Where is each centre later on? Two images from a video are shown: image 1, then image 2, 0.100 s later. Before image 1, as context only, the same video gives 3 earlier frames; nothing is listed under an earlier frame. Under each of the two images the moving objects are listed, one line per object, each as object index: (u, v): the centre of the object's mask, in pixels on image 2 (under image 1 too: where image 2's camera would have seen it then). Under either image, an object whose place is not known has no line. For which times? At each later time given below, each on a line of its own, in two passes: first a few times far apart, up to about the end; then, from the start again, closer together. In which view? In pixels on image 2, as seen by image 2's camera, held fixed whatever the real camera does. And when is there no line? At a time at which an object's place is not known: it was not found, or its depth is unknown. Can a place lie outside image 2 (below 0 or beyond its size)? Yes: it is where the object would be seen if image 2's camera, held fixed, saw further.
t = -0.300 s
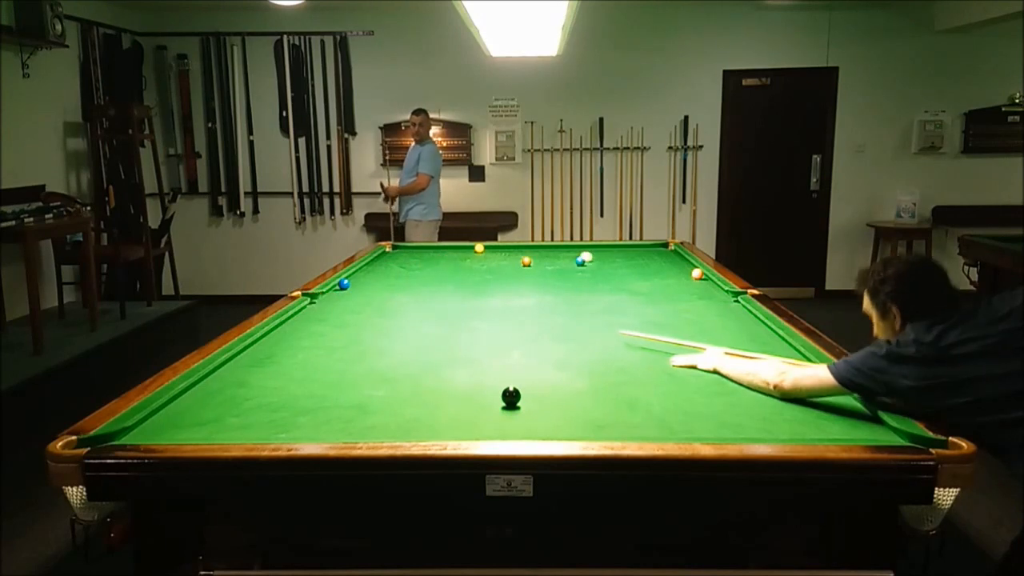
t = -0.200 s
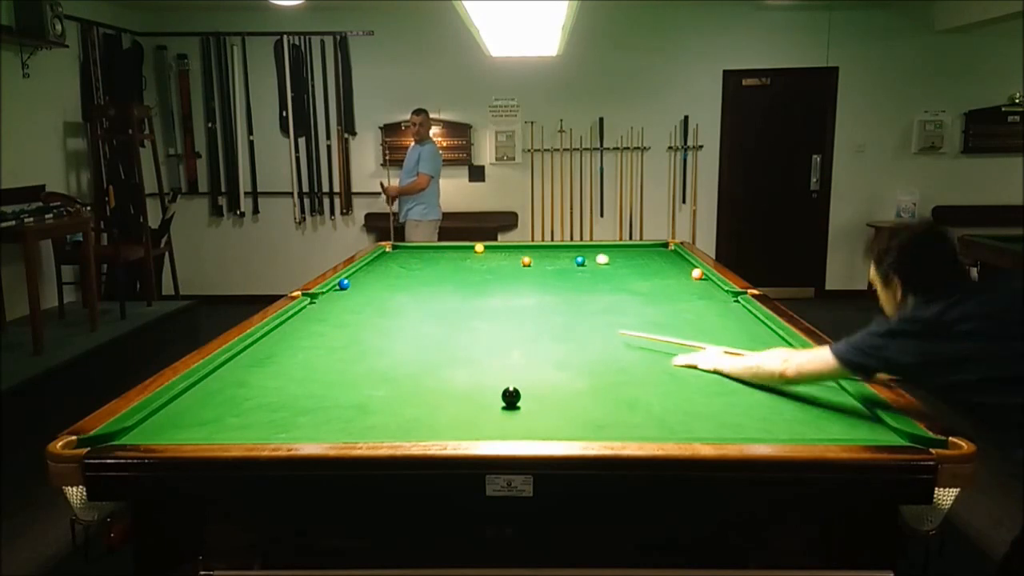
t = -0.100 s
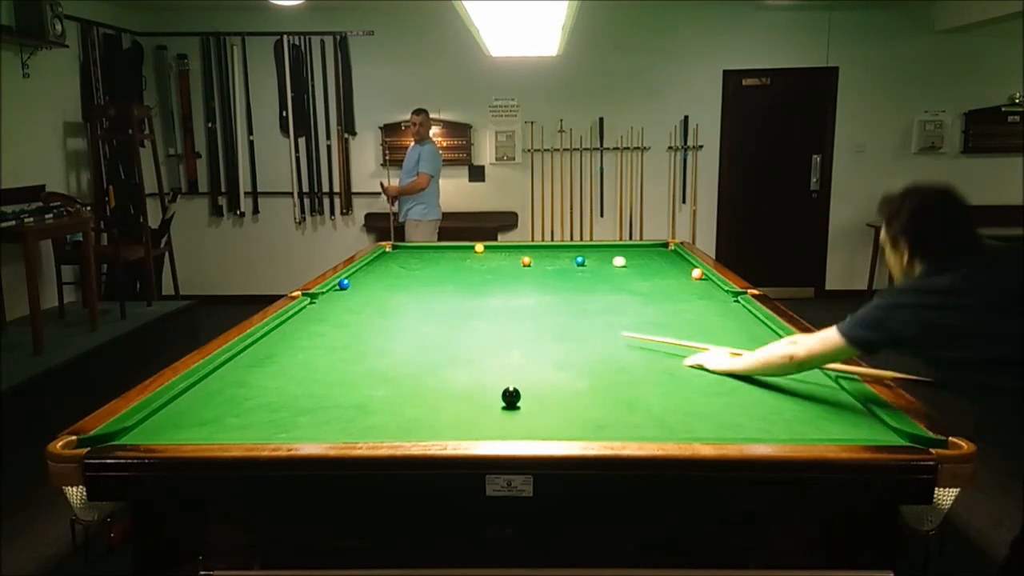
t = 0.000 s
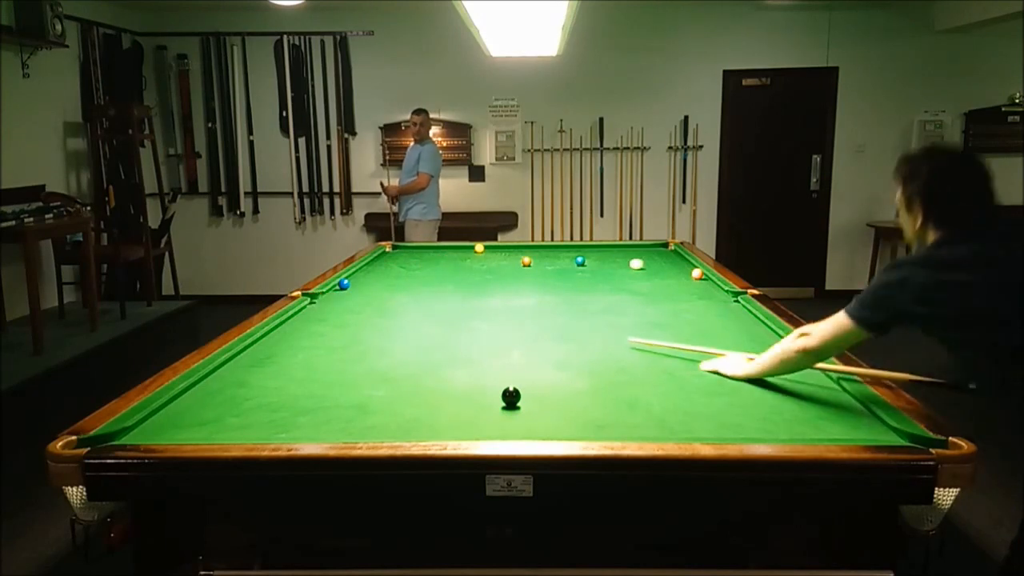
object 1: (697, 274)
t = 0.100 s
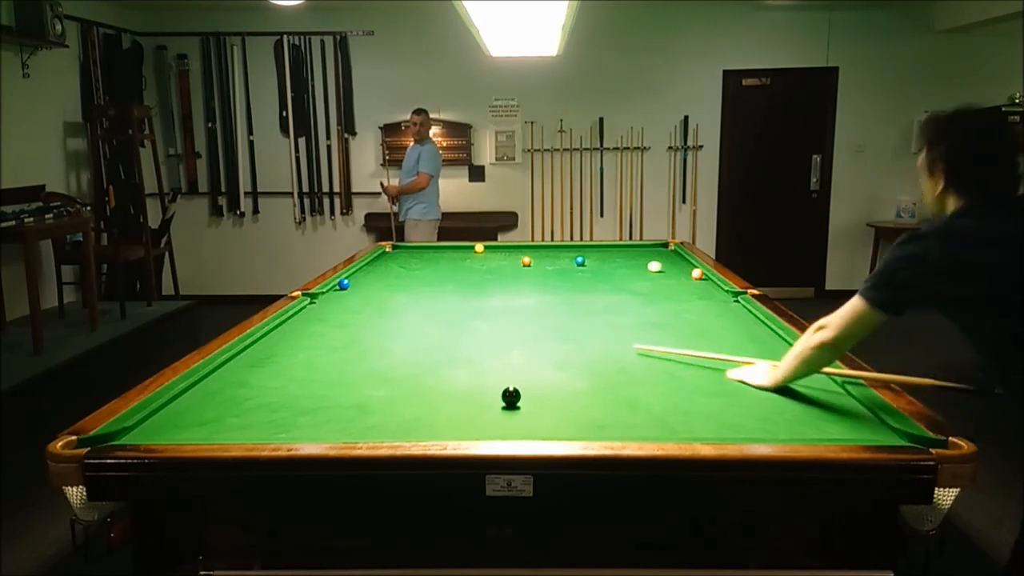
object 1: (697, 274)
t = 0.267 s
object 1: (697, 274)
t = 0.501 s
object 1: (704, 278)
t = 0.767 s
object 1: (707, 284)
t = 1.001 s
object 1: (710, 288)
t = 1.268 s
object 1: (712, 294)
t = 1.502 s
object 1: (715, 299)
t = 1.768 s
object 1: (718, 304)
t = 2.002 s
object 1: (720, 309)
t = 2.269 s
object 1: (723, 314)
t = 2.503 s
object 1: (725, 319)
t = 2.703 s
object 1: (728, 323)
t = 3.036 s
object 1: (731, 329)
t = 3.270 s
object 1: (734, 333)
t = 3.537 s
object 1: (735, 338)
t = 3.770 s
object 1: (738, 342)
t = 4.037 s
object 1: (740, 346)
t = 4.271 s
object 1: (741, 349)
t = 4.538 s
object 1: (742, 352)
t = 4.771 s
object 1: (743, 354)
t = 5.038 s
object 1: (744, 355)
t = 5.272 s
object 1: (746, 356)
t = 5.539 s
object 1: (747, 357)
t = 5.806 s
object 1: (747, 357)
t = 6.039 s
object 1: (747, 357)
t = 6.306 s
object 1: (747, 357)
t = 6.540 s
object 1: (747, 357)
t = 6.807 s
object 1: (747, 357)
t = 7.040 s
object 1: (747, 357)
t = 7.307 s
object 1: (747, 357)
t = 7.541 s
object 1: (747, 357)
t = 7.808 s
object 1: (747, 357)
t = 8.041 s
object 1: (747, 357)
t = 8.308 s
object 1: (747, 357)
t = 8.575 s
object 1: (747, 357)
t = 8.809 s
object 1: (747, 357)
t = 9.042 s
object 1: (747, 357)
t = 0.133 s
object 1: (697, 274)
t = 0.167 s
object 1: (697, 274)
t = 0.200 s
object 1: (697, 274)
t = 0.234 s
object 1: (697, 274)
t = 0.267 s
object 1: (697, 274)
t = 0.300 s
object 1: (698, 274)
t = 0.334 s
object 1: (701, 274)
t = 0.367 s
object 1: (702, 276)
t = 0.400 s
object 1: (703, 276)
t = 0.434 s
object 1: (704, 277)
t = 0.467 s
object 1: (704, 278)
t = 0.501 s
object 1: (704, 278)
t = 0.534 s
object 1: (705, 279)
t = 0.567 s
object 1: (705, 279)
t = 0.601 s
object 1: (705, 280)
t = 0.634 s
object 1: (705, 281)
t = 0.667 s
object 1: (706, 282)
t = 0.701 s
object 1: (706, 282)
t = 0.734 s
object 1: (707, 283)
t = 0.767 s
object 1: (707, 284)
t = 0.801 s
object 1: (707, 284)
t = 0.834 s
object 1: (708, 285)
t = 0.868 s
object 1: (708, 286)
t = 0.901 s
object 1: (709, 286)
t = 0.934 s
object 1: (709, 287)
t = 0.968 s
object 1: (709, 287)
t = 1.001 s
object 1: (710, 288)
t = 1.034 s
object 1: (710, 289)
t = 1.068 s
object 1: (710, 290)
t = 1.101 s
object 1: (710, 290)
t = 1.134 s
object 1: (711, 291)
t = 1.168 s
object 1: (711, 292)
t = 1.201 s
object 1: (711, 293)
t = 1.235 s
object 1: (712, 293)
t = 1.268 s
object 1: (712, 294)
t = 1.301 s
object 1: (712, 295)
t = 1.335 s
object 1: (713, 295)
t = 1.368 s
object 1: (713, 296)
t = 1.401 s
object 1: (714, 297)
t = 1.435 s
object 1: (714, 297)
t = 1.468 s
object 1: (714, 298)
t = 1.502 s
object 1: (715, 299)
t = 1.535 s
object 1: (715, 299)
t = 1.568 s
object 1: (715, 300)
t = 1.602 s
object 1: (715, 301)
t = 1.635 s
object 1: (716, 302)
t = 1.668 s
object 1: (717, 302)
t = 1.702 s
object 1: (717, 303)
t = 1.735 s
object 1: (717, 304)
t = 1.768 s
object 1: (718, 304)
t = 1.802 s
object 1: (718, 305)
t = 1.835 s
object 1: (718, 306)
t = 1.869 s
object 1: (718, 307)
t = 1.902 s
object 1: (719, 307)
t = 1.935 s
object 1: (719, 308)
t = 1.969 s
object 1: (720, 309)
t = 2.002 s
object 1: (720, 309)
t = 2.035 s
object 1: (720, 310)
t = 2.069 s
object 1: (721, 311)
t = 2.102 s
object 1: (721, 311)
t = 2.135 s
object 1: (722, 312)
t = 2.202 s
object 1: (722, 313)
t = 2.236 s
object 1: (722, 313)
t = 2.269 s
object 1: (723, 314)
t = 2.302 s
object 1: (723, 315)
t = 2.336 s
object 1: (723, 316)
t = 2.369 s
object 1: (724, 316)
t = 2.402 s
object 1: (724, 317)
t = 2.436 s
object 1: (725, 318)
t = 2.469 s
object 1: (725, 318)
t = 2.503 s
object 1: (725, 319)
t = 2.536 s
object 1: (726, 320)
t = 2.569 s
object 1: (726, 320)
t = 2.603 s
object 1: (726, 321)
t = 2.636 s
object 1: (727, 322)
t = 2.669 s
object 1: (727, 322)
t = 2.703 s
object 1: (728, 323)
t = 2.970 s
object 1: (731, 328)
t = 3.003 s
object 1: (731, 329)
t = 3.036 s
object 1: (731, 329)
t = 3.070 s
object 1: (731, 330)
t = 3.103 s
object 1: (732, 331)
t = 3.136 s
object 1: (732, 331)
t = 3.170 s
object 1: (732, 331)
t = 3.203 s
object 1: (733, 332)
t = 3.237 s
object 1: (733, 332)
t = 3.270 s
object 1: (734, 333)
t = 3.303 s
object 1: (734, 334)
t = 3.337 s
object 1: (734, 334)
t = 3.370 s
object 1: (735, 335)
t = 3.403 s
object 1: (735, 336)
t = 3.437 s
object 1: (735, 336)
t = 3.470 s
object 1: (735, 337)
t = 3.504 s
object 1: (735, 337)
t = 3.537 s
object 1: (735, 338)
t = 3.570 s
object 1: (736, 339)
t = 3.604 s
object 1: (736, 339)
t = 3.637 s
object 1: (737, 340)
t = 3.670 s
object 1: (737, 340)
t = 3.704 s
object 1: (737, 341)
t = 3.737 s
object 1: (737, 342)
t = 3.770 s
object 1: (738, 342)
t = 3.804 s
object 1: (738, 343)
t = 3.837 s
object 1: (738, 343)
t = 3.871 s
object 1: (738, 344)
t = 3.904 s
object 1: (739, 344)
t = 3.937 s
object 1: (739, 344)
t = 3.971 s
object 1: (739, 345)
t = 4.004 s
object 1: (740, 345)
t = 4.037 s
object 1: (740, 346)
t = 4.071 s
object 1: (740, 346)
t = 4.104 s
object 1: (740, 347)
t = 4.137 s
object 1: (740, 347)
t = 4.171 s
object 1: (740, 348)
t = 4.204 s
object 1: (740, 348)
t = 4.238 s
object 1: (740, 349)
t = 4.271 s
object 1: (741, 349)
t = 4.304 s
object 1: (741, 349)
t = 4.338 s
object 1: (741, 350)
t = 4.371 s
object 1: (741, 350)
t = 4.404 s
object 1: (741, 350)
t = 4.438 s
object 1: (741, 351)
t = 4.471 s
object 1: (742, 351)
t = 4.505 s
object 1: (742, 351)
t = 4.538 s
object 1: (742, 352)
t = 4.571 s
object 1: (742, 352)
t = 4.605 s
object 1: (742, 353)
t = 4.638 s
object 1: (743, 352)
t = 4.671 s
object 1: (743, 353)
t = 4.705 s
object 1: (743, 353)
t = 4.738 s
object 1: (743, 353)
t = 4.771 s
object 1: (743, 354)
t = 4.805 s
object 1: (743, 354)
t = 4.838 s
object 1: (744, 354)
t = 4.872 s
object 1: (744, 354)
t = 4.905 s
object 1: (744, 354)
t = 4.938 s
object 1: (744, 355)
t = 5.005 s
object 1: (744, 355)
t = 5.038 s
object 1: (744, 355)
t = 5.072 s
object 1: (745, 355)
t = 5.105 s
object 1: (745, 355)
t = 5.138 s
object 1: (745, 356)
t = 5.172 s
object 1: (746, 356)
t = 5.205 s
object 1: (746, 356)
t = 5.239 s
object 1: (746, 356)
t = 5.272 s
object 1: (746, 356)
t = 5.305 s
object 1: (746, 356)
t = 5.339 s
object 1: (746, 357)
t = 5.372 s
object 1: (747, 357)
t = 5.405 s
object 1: (747, 356)
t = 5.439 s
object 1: (747, 357)
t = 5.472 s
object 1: (747, 357)
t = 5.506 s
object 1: (747, 357)
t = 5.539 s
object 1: (747, 357)
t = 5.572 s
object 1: (747, 357)
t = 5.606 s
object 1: (747, 357)
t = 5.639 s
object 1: (747, 357)
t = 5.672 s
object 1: (747, 357)
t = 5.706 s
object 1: (747, 357)
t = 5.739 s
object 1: (747, 357)
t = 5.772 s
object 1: (747, 357)
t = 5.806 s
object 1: (747, 357)
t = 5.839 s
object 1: (747, 357)
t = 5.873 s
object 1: (747, 357)
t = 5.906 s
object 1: (747, 357)
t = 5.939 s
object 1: (747, 357)
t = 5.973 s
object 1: (747, 357)
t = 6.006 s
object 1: (747, 357)
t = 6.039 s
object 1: (747, 357)
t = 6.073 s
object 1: (747, 357)
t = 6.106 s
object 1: (747, 357)
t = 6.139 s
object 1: (747, 357)
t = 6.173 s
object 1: (747, 357)
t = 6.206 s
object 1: (747, 357)
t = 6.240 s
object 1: (747, 357)
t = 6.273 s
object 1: (747, 357)
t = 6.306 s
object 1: (747, 357)
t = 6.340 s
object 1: (747, 357)
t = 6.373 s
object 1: (747, 357)
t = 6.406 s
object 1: (747, 357)
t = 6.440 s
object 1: (747, 357)
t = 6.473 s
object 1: (747, 357)
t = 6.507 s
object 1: (747, 357)
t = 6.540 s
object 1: (747, 357)
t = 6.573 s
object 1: (747, 357)
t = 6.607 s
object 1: (747, 357)
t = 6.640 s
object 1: (747, 357)
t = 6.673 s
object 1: (747, 357)
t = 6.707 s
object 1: (747, 357)
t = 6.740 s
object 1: (747, 357)
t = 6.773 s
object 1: (747, 357)
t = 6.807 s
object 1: (747, 357)
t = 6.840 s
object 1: (747, 357)
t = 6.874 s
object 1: (747, 357)
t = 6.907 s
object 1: (747, 357)
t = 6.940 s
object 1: (747, 357)
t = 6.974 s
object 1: (747, 357)
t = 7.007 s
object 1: (747, 357)
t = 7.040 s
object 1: (747, 357)
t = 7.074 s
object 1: (747, 357)
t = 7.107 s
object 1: (747, 357)
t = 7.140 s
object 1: (747, 357)
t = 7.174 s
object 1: (747, 357)
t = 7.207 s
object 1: (747, 357)
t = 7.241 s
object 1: (747, 357)
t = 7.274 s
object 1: (747, 357)
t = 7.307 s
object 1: (747, 357)
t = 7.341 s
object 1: (747, 357)
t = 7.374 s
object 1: (747, 357)
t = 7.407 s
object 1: (747, 357)
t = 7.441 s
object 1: (747, 357)
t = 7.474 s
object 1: (747, 357)
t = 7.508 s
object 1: (747, 357)
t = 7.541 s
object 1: (747, 357)
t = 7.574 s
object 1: (747, 357)
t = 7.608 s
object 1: (747, 357)
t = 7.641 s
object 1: (747, 357)
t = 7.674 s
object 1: (747, 357)
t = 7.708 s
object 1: (747, 357)
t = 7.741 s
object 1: (747, 357)
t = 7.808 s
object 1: (747, 357)
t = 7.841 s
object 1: (747, 357)
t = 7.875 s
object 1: (747, 357)
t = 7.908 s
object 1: (747, 357)
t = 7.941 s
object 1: (747, 357)
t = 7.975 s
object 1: (747, 357)
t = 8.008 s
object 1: (747, 357)
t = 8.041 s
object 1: (747, 357)
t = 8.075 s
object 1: (747, 357)
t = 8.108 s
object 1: (747, 357)
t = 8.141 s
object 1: (747, 357)
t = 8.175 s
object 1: (747, 357)
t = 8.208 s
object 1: (747, 357)
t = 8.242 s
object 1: (747, 357)
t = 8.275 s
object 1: (747, 357)
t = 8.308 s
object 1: (747, 357)
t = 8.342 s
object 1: (747, 357)
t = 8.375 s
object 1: (747, 357)
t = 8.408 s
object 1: (747, 357)
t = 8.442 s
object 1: (747, 357)
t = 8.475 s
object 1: (747, 357)
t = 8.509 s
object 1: (747, 357)
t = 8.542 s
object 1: (747, 357)
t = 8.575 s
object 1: (747, 357)
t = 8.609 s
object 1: (747, 357)
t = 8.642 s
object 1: (747, 357)
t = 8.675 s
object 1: (747, 357)
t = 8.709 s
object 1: (747, 357)
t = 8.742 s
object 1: (747, 357)
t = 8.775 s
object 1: (747, 357)
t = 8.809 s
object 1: (747, 357)
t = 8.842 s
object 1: (747, 357)
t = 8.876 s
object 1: (747, 357)
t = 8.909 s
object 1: (747, 357)
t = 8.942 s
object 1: (747, 357)
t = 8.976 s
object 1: (747, 357)
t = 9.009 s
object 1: (747, 357)
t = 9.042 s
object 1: (747, 357)
